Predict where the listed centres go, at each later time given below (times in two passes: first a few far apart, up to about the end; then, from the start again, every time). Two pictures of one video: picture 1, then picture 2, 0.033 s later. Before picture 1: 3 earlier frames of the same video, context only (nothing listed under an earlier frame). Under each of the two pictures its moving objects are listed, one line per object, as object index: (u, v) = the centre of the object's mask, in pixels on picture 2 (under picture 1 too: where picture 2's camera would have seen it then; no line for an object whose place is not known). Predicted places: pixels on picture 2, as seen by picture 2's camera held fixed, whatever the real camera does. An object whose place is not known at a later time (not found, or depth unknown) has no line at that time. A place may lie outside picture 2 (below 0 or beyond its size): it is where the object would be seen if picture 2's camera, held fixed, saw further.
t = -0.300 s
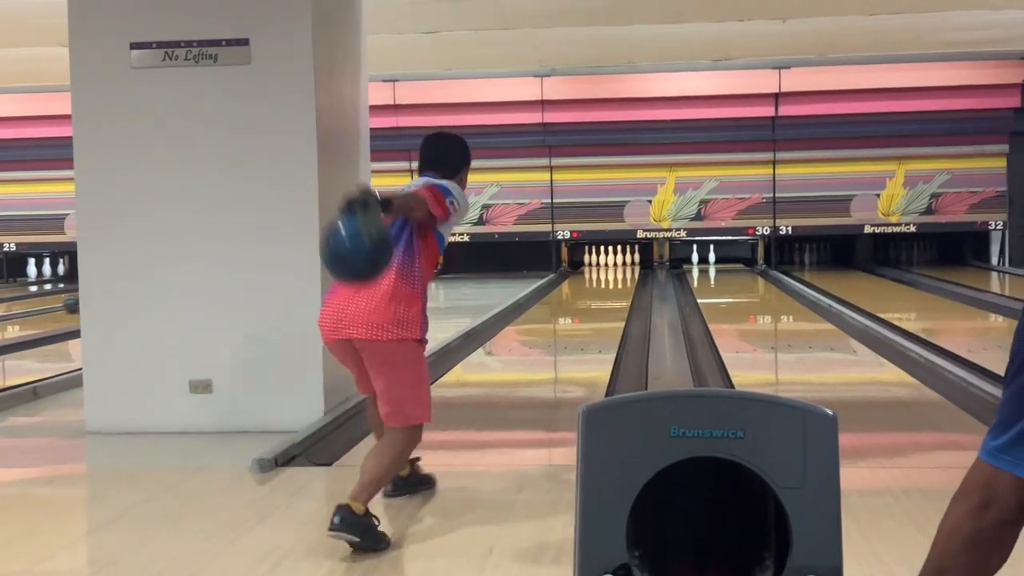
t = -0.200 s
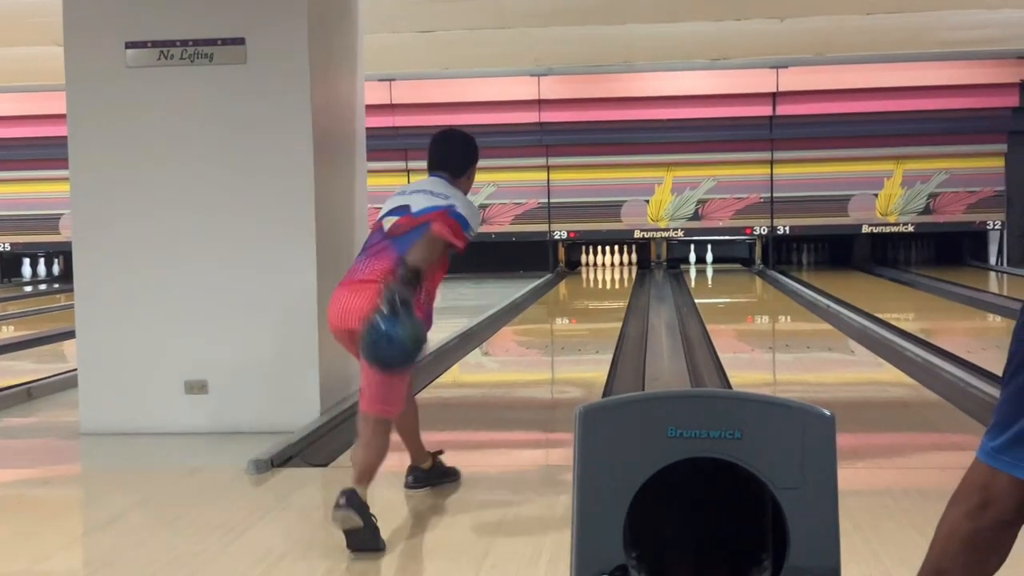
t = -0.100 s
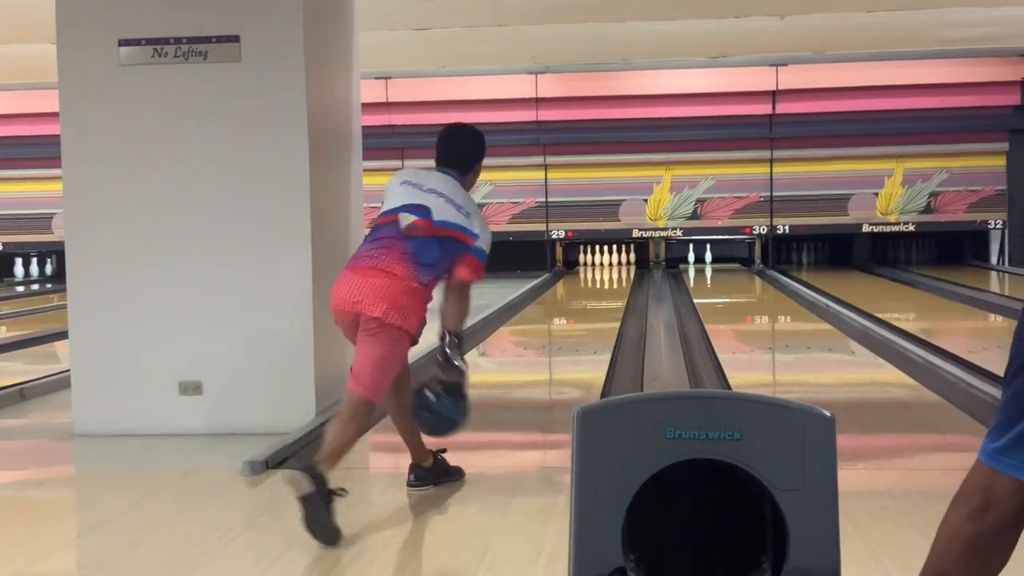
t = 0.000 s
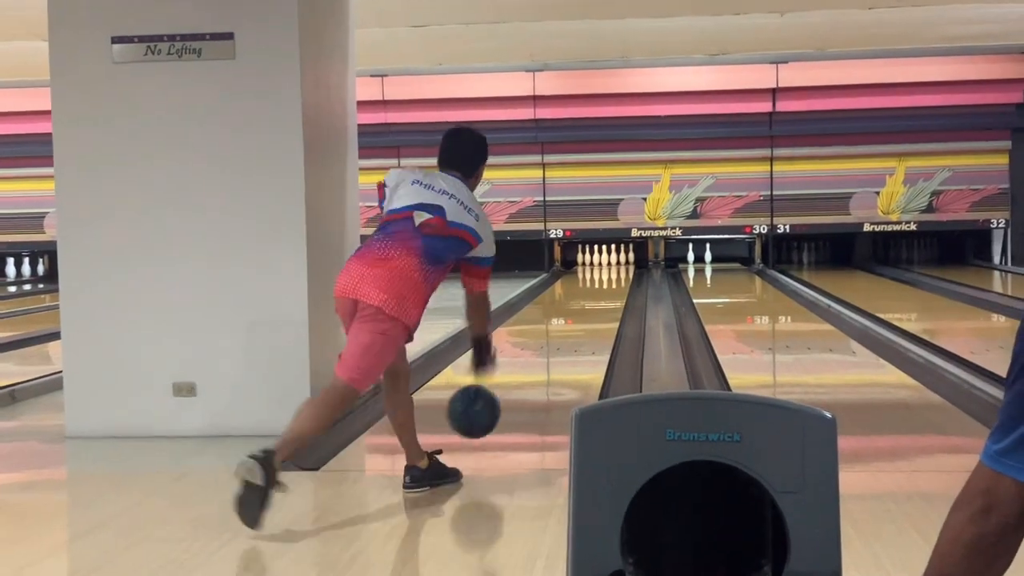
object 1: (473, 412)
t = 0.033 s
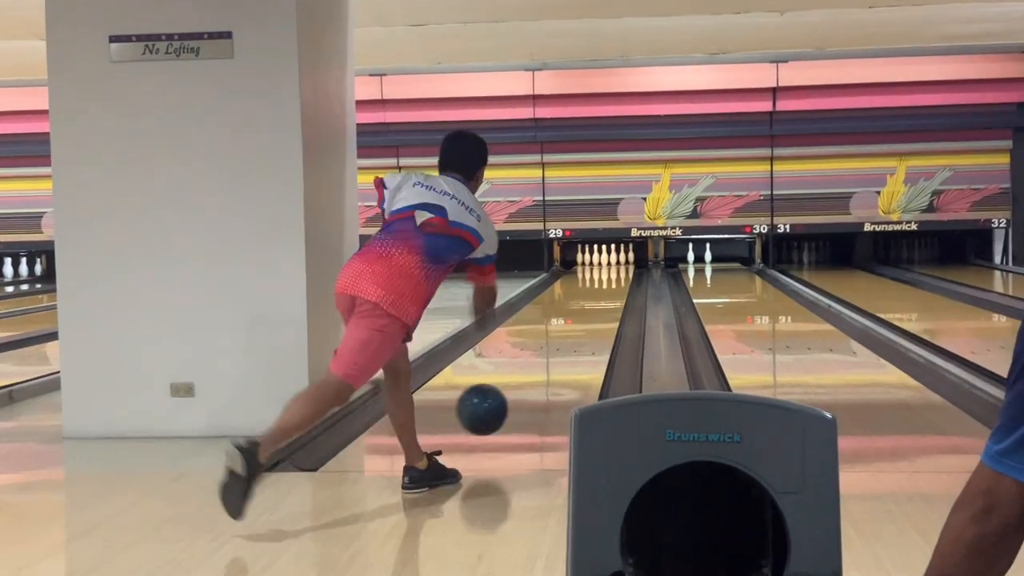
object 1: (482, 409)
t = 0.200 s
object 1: (519, 393)
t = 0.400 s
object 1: (551, 361)
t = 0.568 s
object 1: (571, 341)
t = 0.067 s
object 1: (491, 409)
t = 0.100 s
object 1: (499, 412)
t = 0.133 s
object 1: (506, 406)
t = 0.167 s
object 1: (513, 399)
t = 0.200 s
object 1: (519, 393)
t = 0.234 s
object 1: (525, 387)
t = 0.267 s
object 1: (531, 381)
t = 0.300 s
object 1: (536, 376)
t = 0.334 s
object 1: (541, 371)
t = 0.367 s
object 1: (546, 366)
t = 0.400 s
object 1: (551, 361)
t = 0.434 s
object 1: (555, 357)
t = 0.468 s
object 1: (559, 352)
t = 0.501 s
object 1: (563, 348)
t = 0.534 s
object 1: (567, 344)
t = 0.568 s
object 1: (571, 341)
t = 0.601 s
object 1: (575, 337)
